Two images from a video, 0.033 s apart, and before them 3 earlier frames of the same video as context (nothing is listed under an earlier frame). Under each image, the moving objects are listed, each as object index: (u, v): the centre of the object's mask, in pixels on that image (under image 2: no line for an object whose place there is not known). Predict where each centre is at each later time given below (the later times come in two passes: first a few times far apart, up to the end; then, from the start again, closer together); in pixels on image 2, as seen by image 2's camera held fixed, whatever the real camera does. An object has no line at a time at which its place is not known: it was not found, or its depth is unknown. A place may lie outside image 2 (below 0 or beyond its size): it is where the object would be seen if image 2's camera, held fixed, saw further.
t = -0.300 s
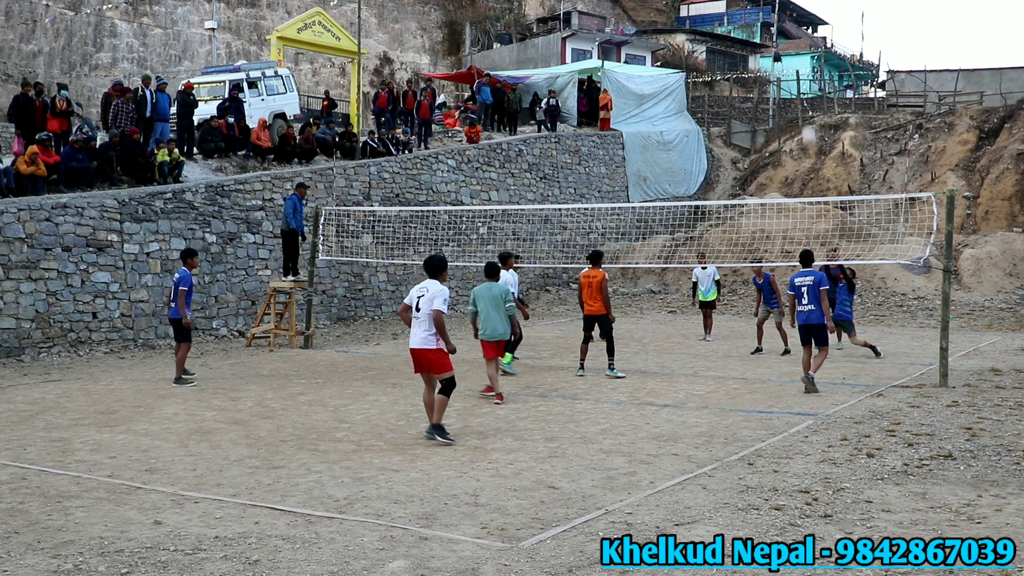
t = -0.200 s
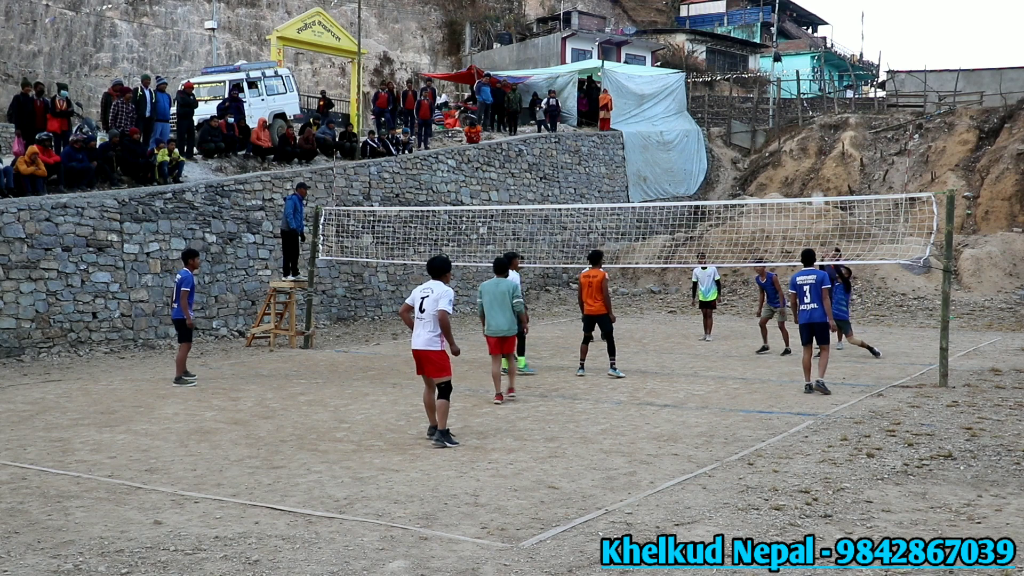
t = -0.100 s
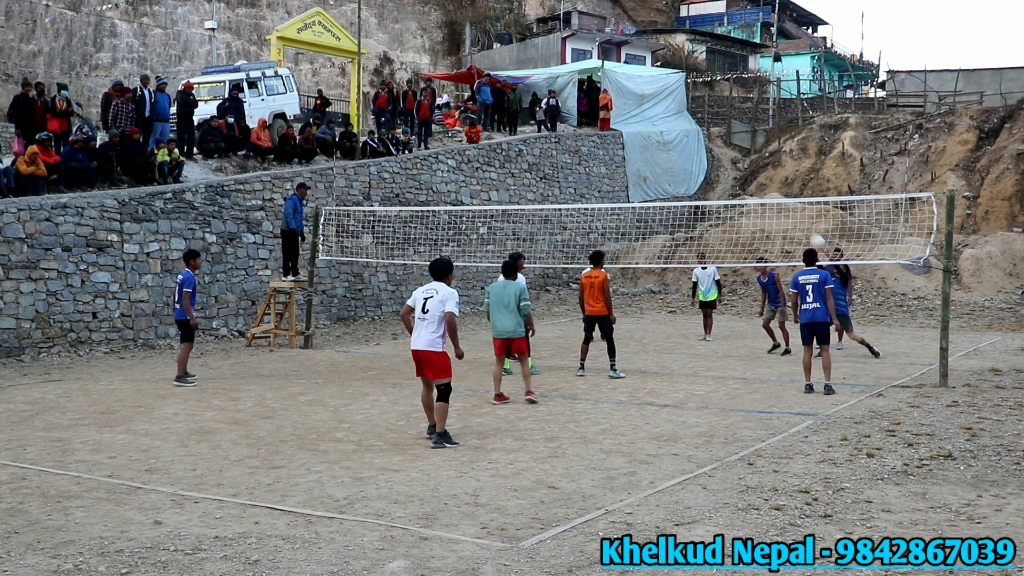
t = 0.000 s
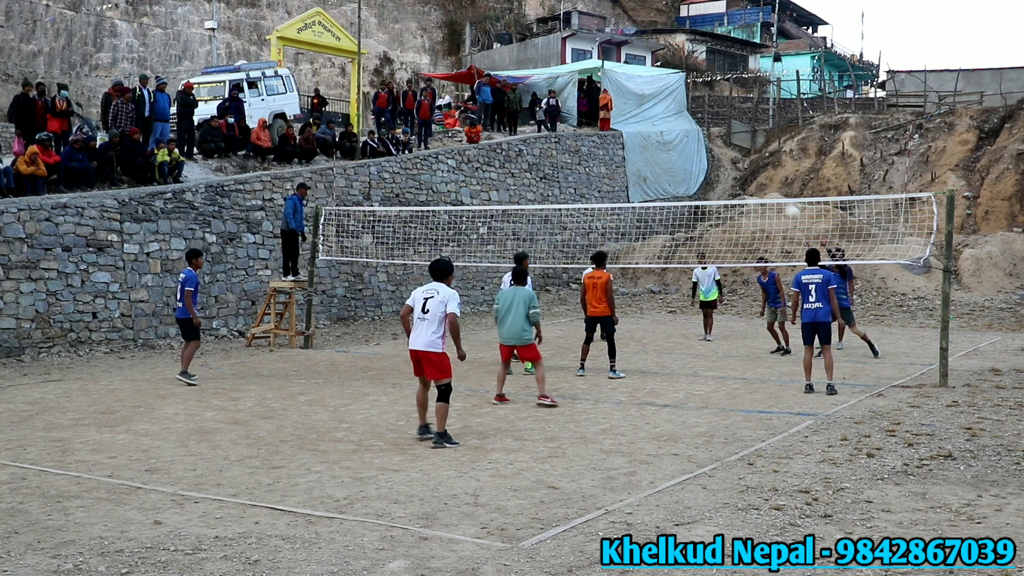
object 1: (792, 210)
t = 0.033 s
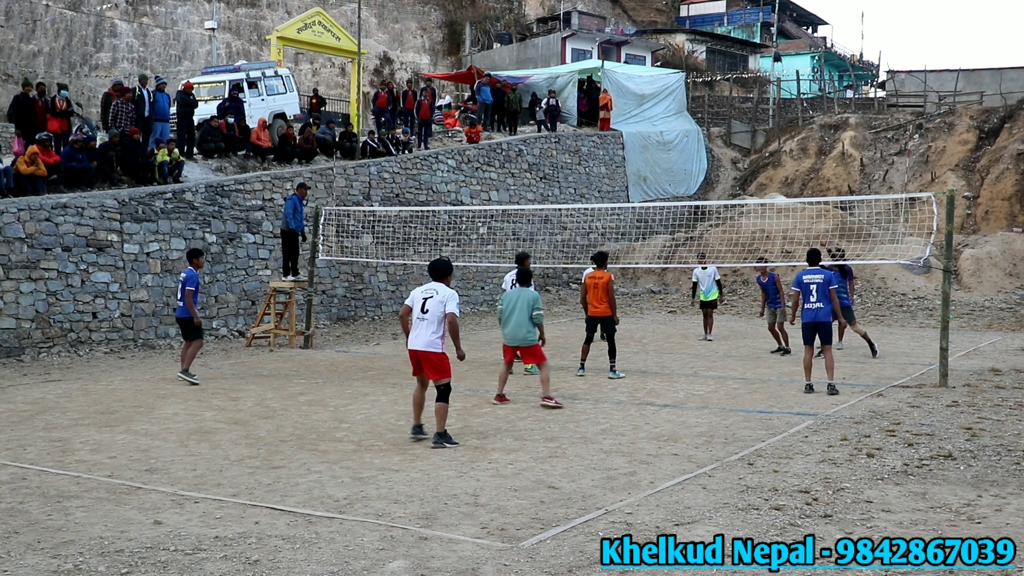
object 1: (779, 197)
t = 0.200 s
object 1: (740, 173)
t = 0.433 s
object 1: (680, 158)
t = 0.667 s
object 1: (624, 176)
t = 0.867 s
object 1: (573, 218)
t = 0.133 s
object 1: (756, 181)
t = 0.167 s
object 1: (750, 178)
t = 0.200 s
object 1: (740, 173)
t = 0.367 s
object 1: (699, 159)
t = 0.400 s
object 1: (690, 158)
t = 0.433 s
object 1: (680, 158)
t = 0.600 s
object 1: (639, 168)
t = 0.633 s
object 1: (629, 173)
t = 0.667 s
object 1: (624, 176)
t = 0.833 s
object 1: (578, 213)
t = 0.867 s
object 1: (573, 218)
